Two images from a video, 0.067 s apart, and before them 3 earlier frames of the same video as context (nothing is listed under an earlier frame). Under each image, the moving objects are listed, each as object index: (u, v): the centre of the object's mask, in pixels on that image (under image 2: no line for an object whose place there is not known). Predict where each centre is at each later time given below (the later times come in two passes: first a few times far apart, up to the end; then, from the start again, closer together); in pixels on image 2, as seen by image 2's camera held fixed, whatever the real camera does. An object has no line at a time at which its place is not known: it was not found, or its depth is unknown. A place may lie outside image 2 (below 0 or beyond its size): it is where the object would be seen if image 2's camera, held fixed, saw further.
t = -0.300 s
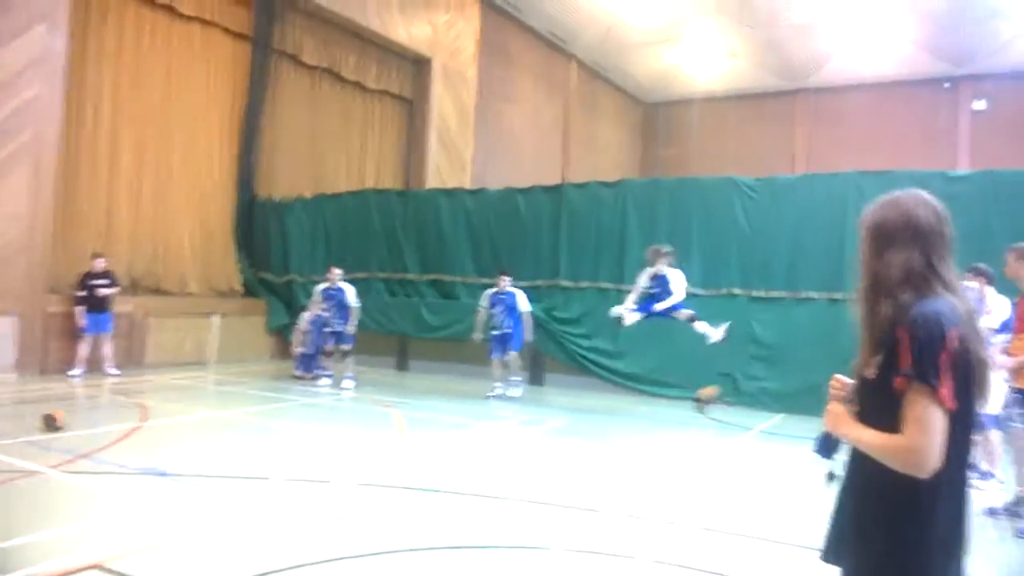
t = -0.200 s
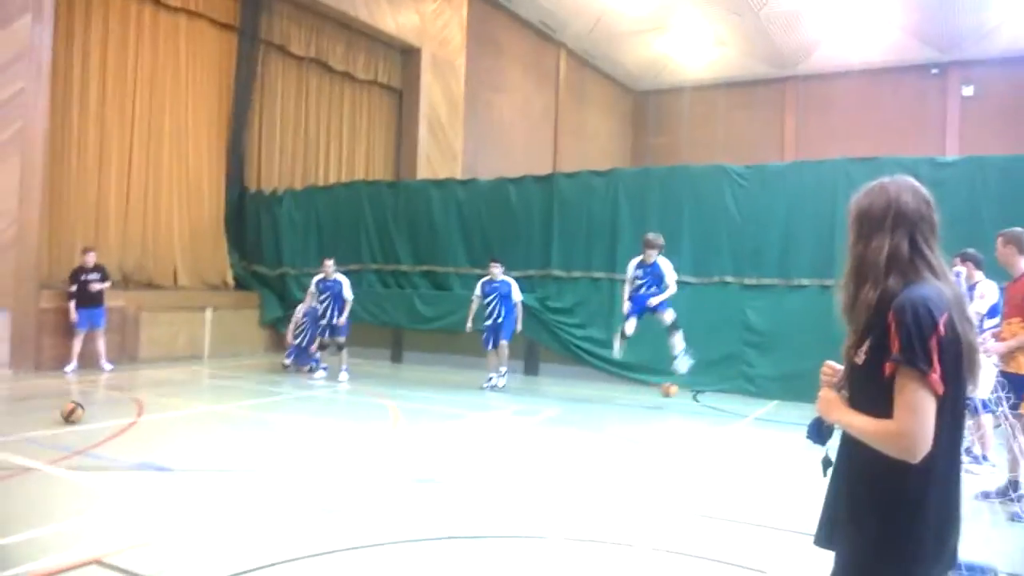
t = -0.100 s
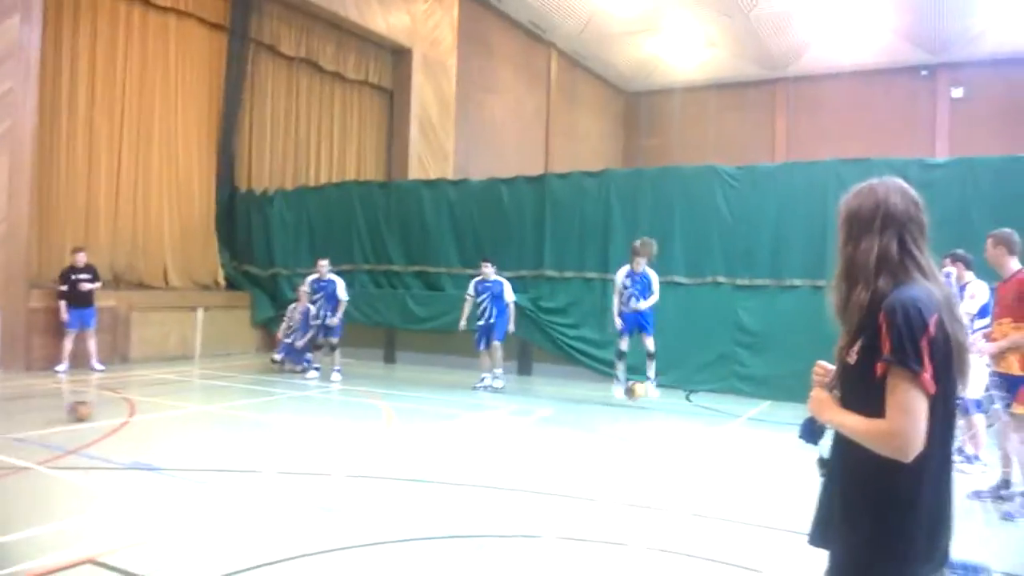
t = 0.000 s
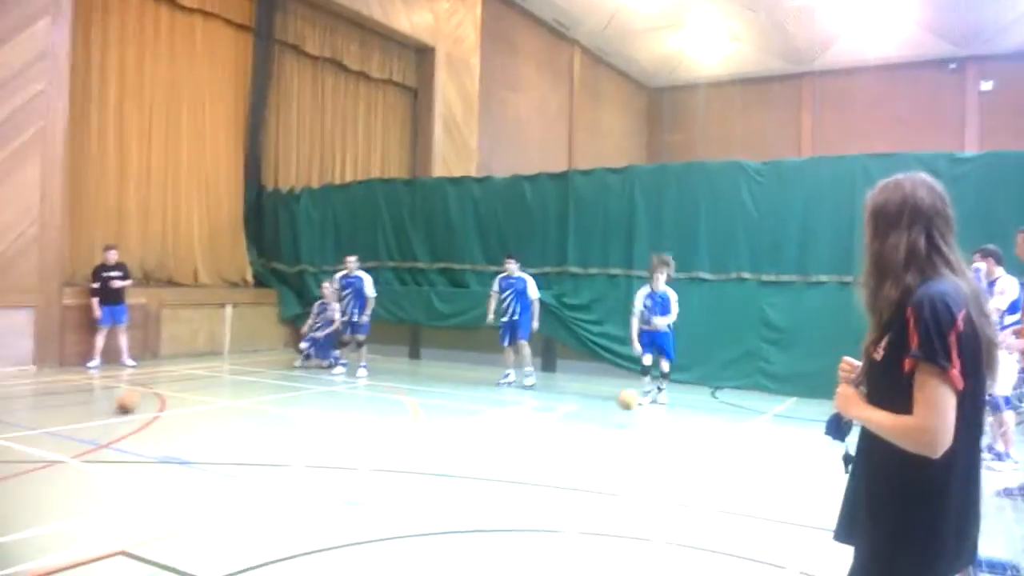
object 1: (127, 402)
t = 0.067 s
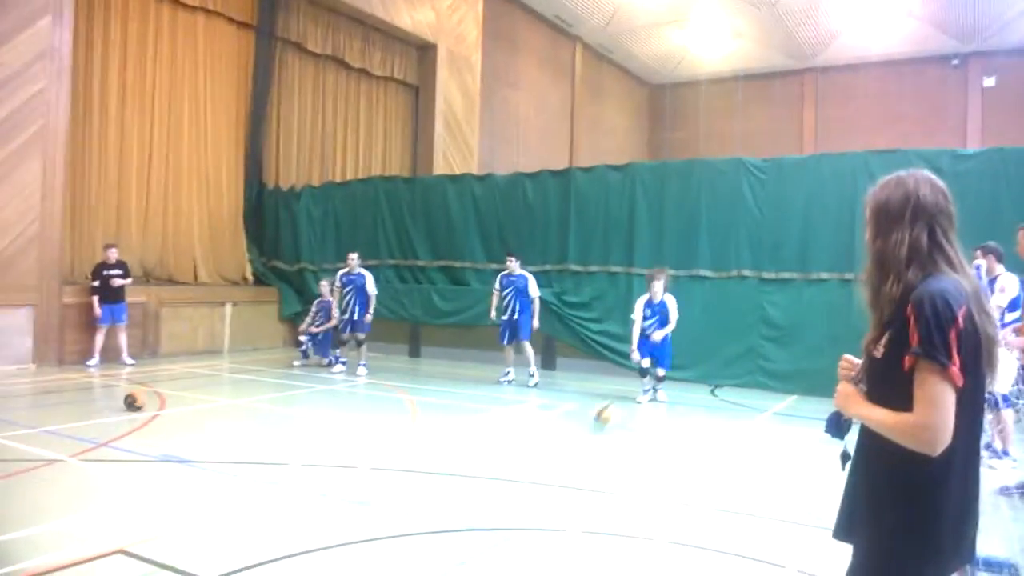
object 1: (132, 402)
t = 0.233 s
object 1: (158, 399)
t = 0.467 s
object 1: (185, 395)
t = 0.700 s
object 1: (212, 389)
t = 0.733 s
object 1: (215, 389)
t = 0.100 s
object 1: (137, 400)
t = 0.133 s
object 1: (142, 401)
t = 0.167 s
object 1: (149, 400)
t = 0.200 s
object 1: (156, 400)
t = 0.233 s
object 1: (158, 399)
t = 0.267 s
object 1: (161, 399)
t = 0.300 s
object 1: (164, 398)
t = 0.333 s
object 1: (169, 396)
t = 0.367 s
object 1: (172, 396)
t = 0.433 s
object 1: (181, 397)
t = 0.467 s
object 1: (185, 395)
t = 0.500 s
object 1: (189, 393)
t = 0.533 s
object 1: (193, 392)
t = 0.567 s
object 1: (196, 392)
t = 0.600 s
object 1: (200, 390)
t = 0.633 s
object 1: (204, 390)
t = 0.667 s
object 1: (207, 390)
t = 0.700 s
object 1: (212, 389)
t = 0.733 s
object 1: (215, 389)
